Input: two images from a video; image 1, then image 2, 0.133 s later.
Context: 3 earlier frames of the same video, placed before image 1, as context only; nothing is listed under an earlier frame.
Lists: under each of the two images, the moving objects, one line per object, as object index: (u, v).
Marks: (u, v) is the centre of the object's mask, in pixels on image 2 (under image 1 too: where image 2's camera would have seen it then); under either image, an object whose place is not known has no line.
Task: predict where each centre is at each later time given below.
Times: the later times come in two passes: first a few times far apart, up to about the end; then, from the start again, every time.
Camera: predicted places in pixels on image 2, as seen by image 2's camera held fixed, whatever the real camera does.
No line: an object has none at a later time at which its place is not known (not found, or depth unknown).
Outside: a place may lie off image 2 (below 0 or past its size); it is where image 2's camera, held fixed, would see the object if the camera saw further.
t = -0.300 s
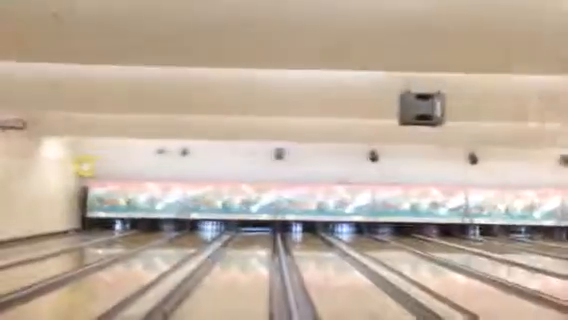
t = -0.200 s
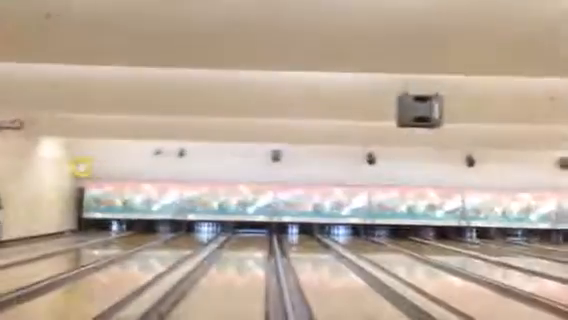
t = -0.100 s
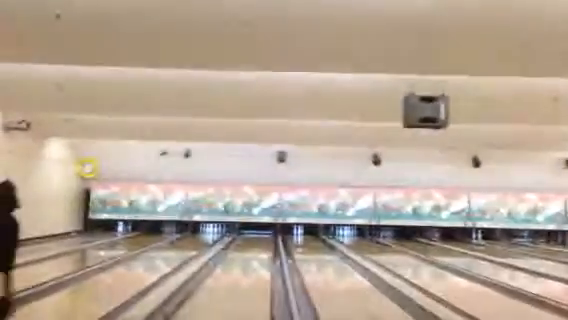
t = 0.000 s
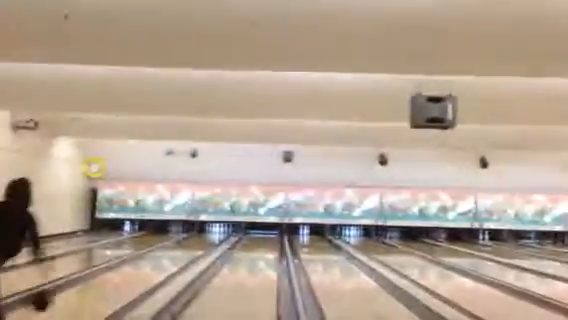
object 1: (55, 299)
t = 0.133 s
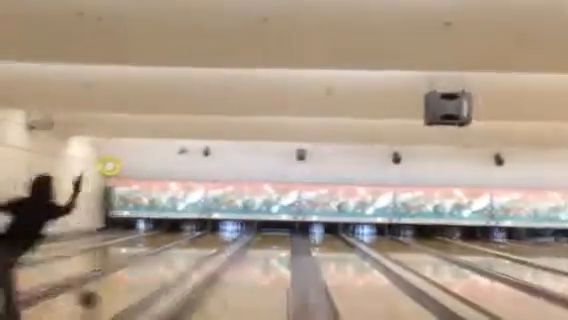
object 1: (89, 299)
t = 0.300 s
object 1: (118, 287)
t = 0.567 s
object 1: (151, 271)
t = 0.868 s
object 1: (175, 260)
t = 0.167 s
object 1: (94, 297)
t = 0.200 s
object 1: (100, 294)
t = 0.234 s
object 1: (107, 292)
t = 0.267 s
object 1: (113, 290)
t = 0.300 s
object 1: (118, 287)
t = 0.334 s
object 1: (123, 285)
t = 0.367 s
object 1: (128, 283)
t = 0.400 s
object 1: (132, 280)
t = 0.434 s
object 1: (137, 279)
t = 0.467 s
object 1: (141, 277)
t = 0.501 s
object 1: (145, 275)
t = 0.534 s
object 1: (148, 273)
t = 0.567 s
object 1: (151, 271)
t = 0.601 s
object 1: (155, 269)
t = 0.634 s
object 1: (157, 268)
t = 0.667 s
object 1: (160, 267)
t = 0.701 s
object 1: (163, 265)
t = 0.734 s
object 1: (166, 264)
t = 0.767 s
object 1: (168, 263)
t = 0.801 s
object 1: (170, 262)
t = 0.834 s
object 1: (172, 261)
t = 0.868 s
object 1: (175, 260)
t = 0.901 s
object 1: (177, 259)
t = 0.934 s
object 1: (179, 257)
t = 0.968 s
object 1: (182, 257)
